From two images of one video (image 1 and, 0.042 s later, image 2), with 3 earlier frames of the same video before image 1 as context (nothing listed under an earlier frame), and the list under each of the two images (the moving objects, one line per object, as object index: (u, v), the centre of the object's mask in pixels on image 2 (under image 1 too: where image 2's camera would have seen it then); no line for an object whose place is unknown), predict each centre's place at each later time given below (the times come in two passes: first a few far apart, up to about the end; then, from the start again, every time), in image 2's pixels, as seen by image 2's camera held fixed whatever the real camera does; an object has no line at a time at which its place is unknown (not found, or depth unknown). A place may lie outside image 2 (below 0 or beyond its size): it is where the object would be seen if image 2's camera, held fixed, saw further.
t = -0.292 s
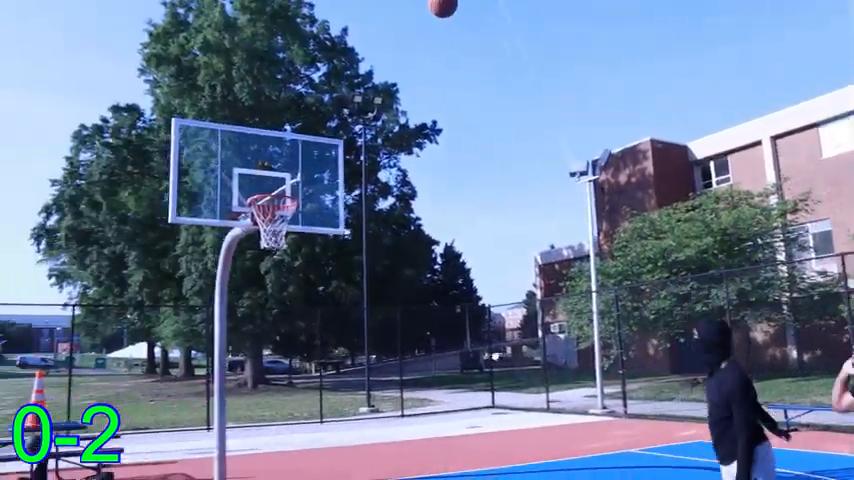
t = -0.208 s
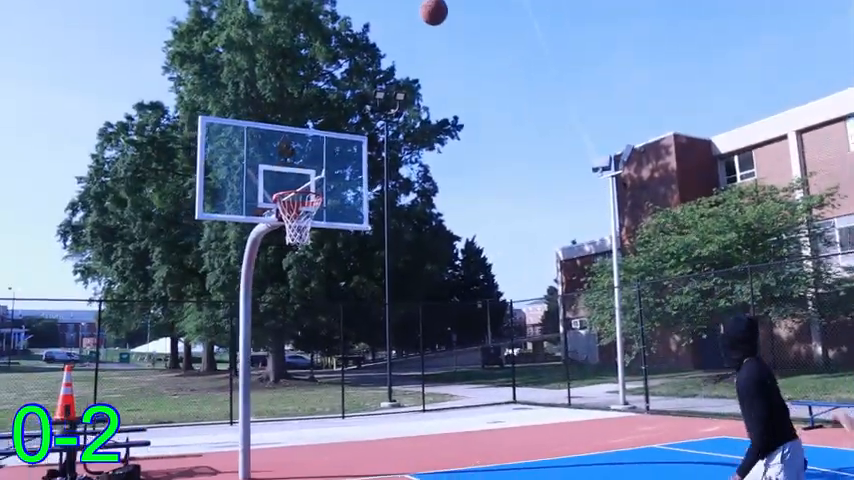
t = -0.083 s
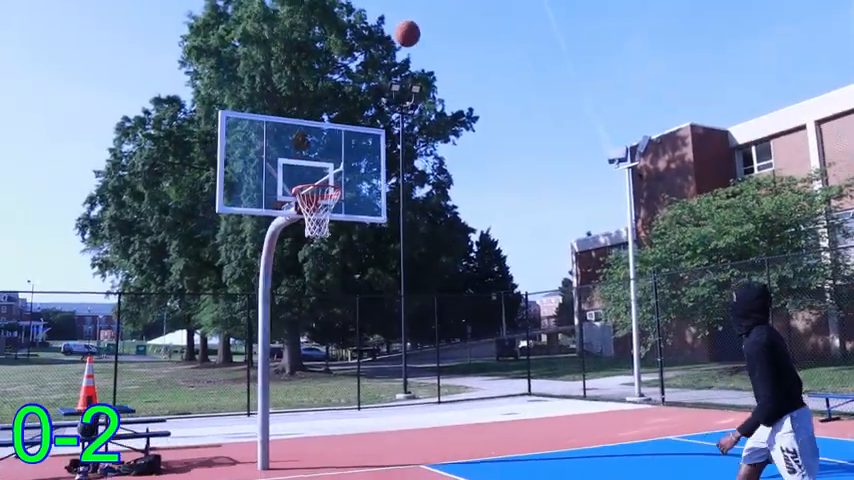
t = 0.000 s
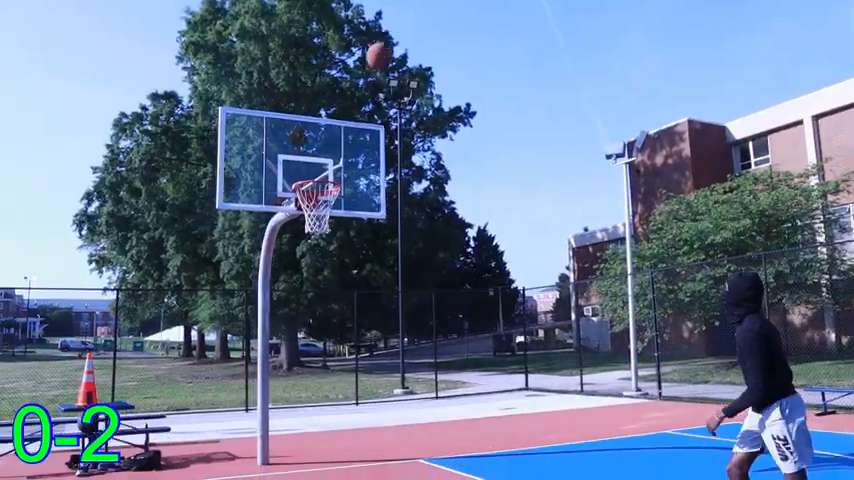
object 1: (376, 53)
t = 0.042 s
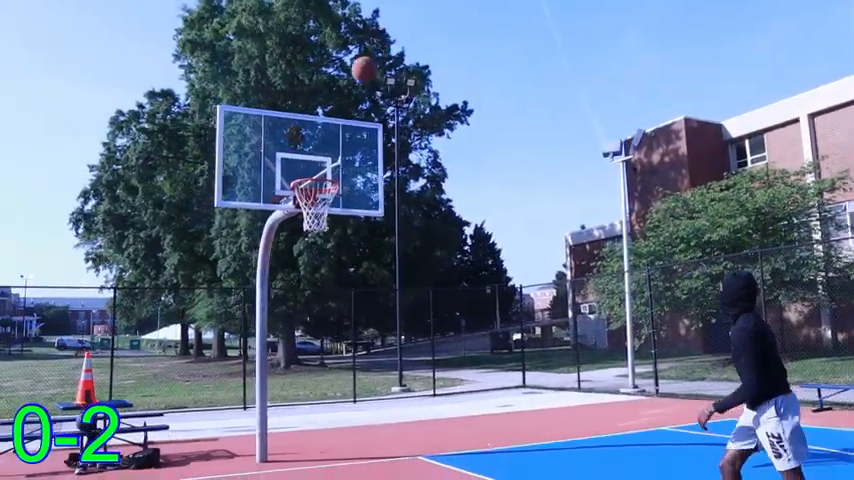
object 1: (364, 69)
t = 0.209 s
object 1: (318, 143)
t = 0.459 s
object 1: (330, 119)
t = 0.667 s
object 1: (368, 86)
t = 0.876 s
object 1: (403, 84)
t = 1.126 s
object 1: (442, 133)
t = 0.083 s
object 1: (351, 88)
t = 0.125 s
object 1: (341, 105)
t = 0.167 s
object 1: (330, 123)
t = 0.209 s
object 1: (318, 143)
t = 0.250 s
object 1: (307, 164)
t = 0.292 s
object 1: (300, 176)
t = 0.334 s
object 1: (308, 161)
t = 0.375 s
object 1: (316, 145)
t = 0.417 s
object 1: (323, 131)
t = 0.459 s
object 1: (330, 119)
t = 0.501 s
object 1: (337, 108)
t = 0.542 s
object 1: (345, 100)
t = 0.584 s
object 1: (355, 93)
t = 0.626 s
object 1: (362, 88)
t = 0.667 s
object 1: (368, 86)
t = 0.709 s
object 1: (376, 84)
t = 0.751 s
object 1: (382, 82)
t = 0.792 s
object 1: (389, 81)
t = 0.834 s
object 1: (395, 80)
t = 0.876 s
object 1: (403, 84)
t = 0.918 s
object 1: (409, 90)
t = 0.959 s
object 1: (415, 94)
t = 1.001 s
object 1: (422, 103)
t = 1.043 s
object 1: (428, 111)
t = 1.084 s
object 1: (433, 122)
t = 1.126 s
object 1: (442, 133)
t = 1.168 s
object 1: (448, 144)
